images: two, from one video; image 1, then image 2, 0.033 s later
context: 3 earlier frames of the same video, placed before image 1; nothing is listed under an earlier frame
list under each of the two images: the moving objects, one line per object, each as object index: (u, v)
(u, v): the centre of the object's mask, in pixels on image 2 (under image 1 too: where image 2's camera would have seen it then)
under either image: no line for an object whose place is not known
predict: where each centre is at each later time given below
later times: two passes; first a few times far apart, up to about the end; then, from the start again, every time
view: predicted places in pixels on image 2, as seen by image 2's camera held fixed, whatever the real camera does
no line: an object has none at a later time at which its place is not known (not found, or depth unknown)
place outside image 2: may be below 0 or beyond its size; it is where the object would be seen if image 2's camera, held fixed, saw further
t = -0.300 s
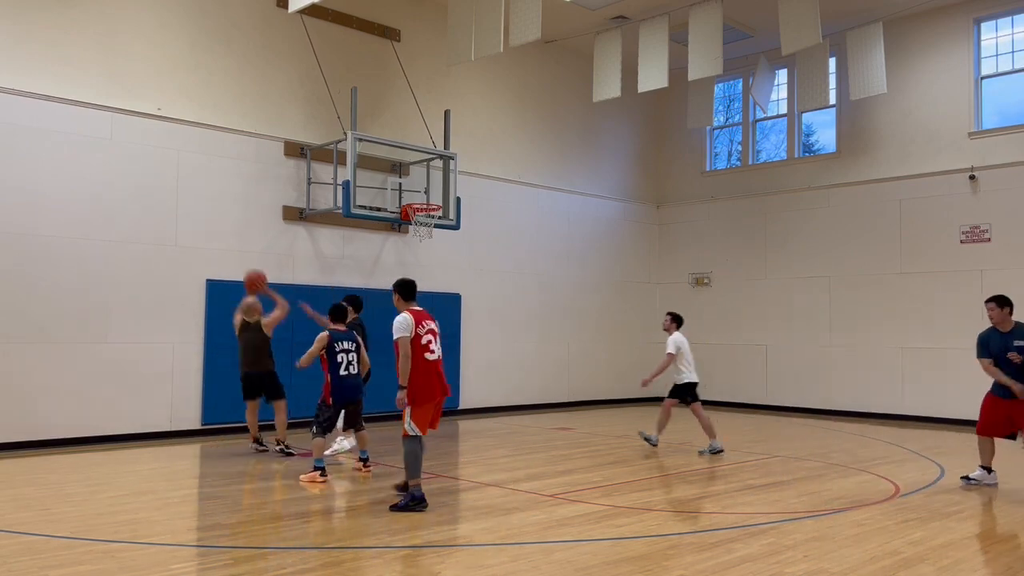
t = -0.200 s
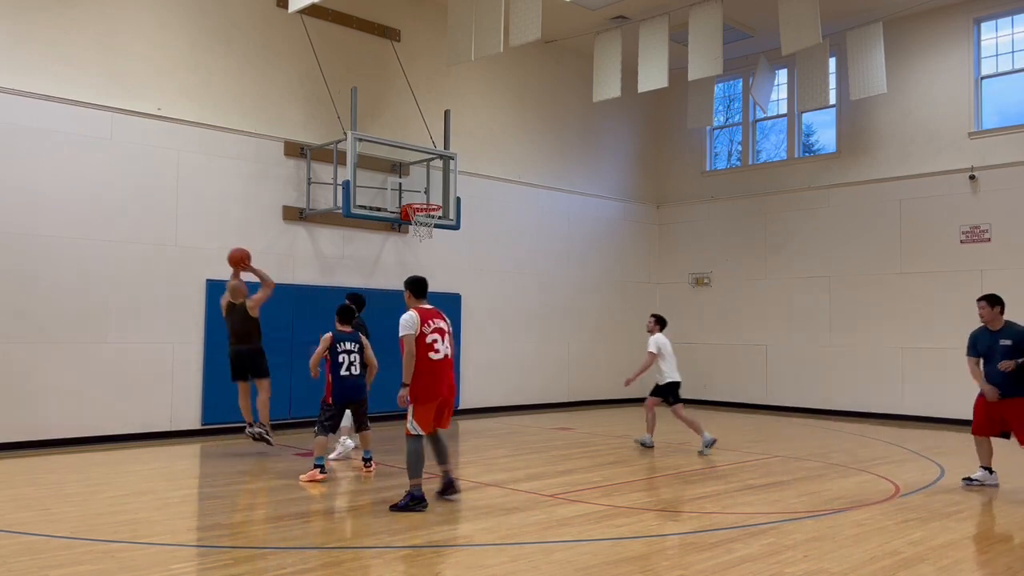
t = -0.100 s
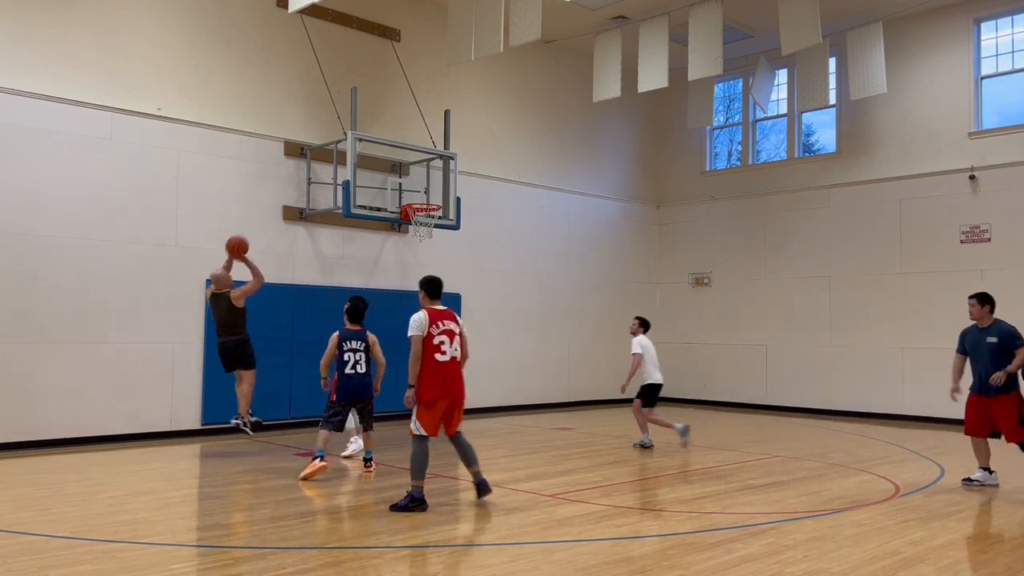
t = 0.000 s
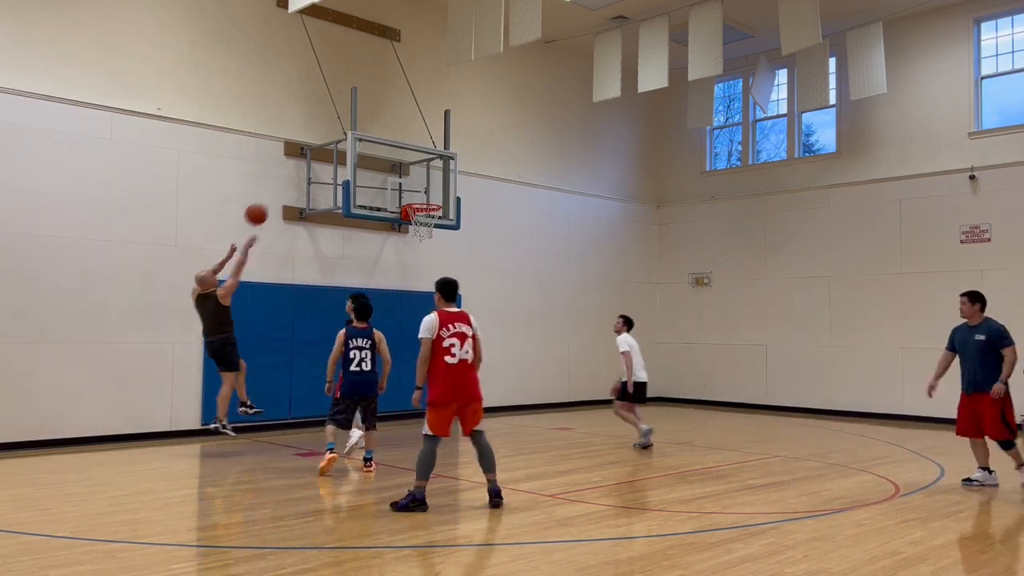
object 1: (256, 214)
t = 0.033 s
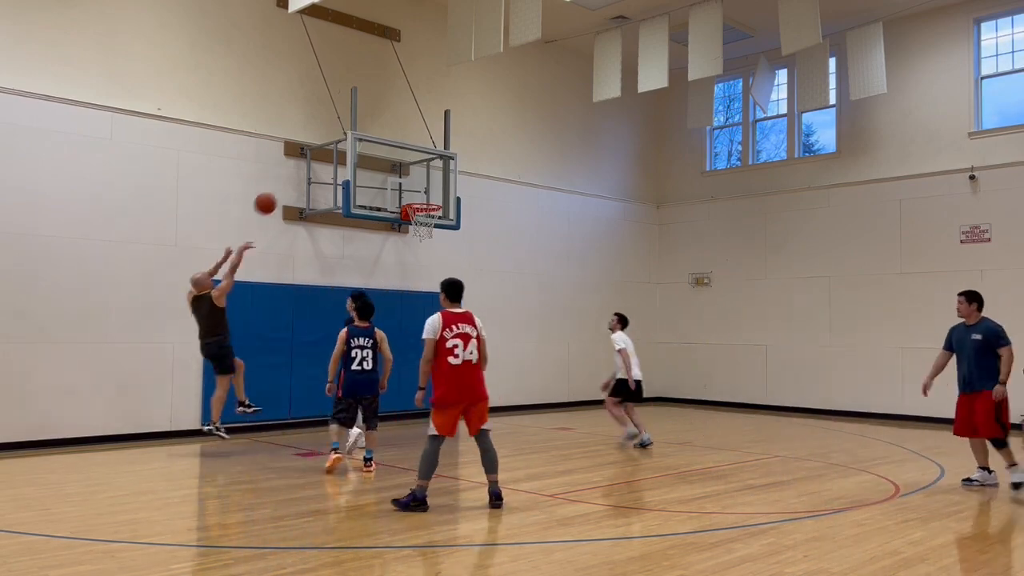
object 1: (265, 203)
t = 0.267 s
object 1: (324, 159)
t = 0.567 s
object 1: (387, 169)
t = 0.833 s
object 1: (431, 221)
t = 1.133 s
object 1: (438, 246)
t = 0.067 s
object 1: (274, 194)
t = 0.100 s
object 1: (283, 185)
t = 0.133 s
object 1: (292, 178)
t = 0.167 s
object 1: (299, 172)
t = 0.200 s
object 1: (308, 167)
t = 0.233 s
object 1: (316, 162)
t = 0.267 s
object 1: (324, 159)
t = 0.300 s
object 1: (331, 156)
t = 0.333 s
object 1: (339, 156)
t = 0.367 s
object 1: (346, 155)
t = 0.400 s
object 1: (354, 155)
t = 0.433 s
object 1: (361, 156)
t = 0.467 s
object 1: (367, 157)
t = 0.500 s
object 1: (374, 161)
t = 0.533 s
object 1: (381, 164)
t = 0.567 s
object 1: (387, 169)
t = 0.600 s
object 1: (393, 174)
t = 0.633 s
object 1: (399, 179)
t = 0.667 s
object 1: (405, 186)
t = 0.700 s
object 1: (411, 193)
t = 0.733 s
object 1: (417, 198)
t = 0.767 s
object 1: (424, 205)
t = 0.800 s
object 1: (429, 216)
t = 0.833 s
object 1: (431, 221)
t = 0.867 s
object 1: (433, 222)
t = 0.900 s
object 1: (433, 223)
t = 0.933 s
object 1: (434, 225)
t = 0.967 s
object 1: (435, 226)
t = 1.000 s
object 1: (435, 229)
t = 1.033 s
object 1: (436, 232)
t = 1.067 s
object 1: (437, 236)
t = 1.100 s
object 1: (437, 241)
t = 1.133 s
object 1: (438, 246)
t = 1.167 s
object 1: (438, 253)
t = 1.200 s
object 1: (439, 260)
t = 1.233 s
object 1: (440, 268)
